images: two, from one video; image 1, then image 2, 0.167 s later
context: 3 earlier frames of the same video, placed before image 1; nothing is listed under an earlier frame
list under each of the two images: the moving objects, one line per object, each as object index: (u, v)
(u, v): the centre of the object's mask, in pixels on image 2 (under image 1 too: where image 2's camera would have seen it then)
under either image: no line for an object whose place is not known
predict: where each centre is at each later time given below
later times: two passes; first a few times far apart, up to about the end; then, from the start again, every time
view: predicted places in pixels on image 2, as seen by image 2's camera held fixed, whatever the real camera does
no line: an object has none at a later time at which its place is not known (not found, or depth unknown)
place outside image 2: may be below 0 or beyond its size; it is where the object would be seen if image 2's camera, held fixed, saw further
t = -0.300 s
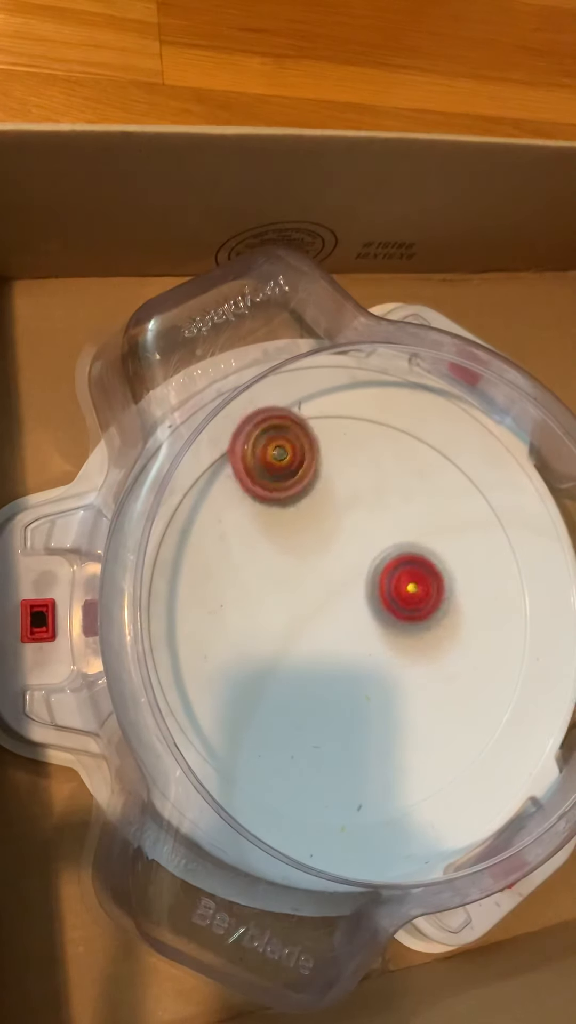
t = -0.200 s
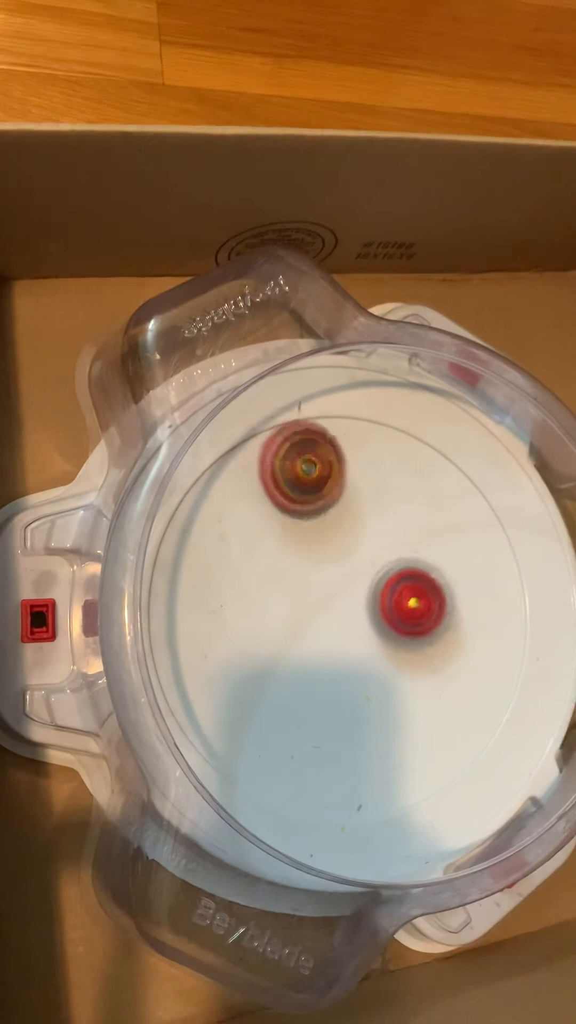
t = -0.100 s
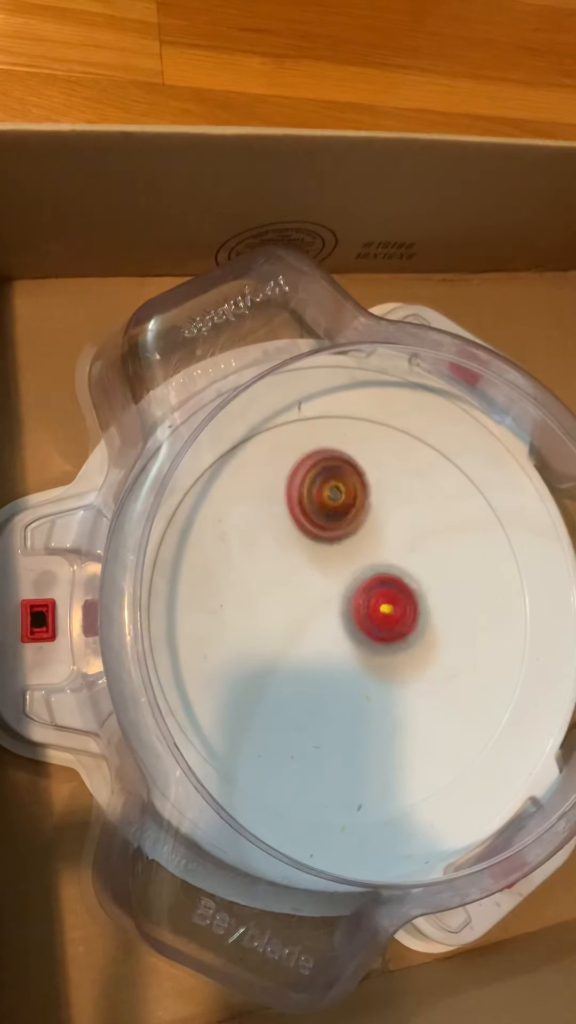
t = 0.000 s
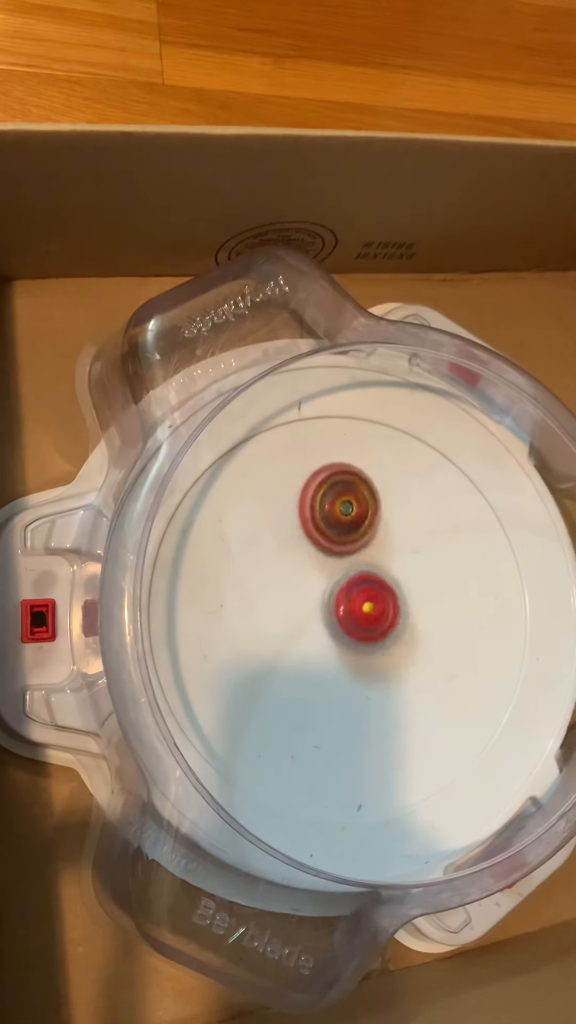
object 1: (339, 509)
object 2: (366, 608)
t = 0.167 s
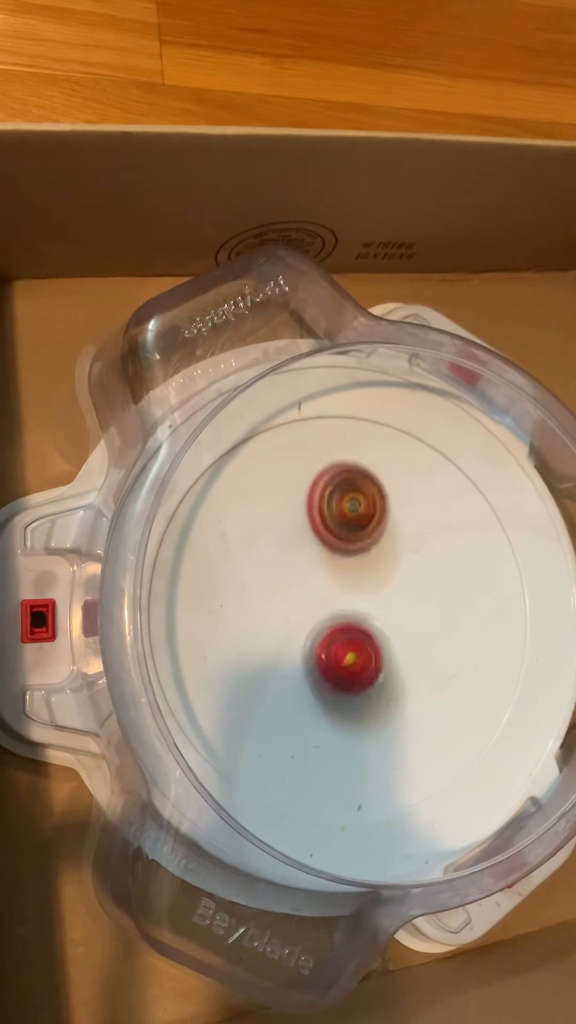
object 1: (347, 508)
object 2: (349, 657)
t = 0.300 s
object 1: (352, 505)
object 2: (298, 692)
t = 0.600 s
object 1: (439, 567)
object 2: (264, 544)
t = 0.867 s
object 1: (543, 679)
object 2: (390, 614)
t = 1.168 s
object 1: (354, 616)
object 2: (224, 740)
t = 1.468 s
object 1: (347, 578)
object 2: (283, 486)
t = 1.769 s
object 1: (474, 654)
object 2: (459, 512)
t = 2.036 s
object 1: (376, 812)
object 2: (390, 620)
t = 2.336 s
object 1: (193, 671)
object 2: (274, 529)
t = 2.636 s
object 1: (297, 554)
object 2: (389, 532)
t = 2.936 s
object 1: (353, 554)
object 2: (357, 691)
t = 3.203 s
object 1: (392, 552)
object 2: (245, 657)
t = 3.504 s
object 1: (438, 554)
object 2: (332, 560)
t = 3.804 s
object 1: (436, 585)
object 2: (333, 653)
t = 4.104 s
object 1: (390, 611)
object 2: (294, 604)
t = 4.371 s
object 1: (406, 621)
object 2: (328, 571)
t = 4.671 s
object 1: (402, 639)
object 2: (314, 595)
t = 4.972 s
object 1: (390, 637)
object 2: (306, 608)
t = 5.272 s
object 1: (396, 622)
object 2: (296, 596)
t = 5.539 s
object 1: (402, 610)
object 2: (315, 603)
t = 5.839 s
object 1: (393, 602)
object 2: (305, 627)
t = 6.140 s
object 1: (379, 593)
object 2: (282, 622)
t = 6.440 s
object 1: (438, 574)
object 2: (273, 624)
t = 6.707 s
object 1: (455, 585)
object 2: (318, 646)
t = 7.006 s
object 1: (416, 594)
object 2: (374, 686)
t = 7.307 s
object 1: (377, 566)
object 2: (354, 696)
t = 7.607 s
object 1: (354, 561)
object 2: (345, 666)
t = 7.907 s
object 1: (356, 561)
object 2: (358, 671)
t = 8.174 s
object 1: (371, 567)
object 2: (353, 680)
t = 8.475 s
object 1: (377, 522)
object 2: (348, 692)
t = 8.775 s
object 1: (373, 538)
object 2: (351, 631)
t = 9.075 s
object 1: (375, 519)
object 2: (362, 645)
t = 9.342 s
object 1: (385, 499)
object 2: (378, 658)
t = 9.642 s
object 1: (362, 533)
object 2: (360, 653)
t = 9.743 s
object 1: (352, 548)
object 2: (357, 647)
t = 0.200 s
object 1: (348, 500)
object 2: (340, 676)
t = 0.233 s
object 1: (348, 497)
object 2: (328, 688)
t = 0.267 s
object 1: (350, 500)
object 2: (313, 693)
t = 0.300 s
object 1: (352, 505)
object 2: (298, 692)
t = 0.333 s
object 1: (355, 512)
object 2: (284, 684)
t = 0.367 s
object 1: (357, 520)
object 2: (270, 670)
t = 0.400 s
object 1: (360, 527)
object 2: (259, 652)
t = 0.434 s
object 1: (362, 536)
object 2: (255, 629)
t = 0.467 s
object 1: (363, 544)
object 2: (255, 604)
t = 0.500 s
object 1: (364, 552)
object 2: (263, 583)
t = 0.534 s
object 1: (365, 560)
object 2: (277, 563)
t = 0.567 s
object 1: (392, 563)
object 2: (276, 551)
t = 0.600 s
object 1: (439, 567)
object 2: (264, 544)
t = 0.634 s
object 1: (480, 574)
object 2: (262, 537)
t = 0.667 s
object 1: (519, 585)
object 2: (267, 532)
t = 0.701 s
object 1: (541, 600)
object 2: (280, 529)
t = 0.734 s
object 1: (550, 615)
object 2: (301, 528)
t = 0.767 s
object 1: (556, 633)
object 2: (323, 533)
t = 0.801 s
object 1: (560, 652)
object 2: (346, 546)
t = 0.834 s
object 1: (562, 672)
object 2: (366, 563)
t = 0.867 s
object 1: (543, 679)
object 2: (390, 614)
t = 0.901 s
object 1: (528, 677)
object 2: (396, 644)
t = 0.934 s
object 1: (499, 672)
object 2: (396, 672)
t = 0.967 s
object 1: (474, 666)
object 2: (386, 703)
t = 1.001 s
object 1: (449, 657)
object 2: (369, 728)
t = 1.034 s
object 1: (426, 650)
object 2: (345, 747)
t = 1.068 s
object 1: (405, 641)
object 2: (315, 761)
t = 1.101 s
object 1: (384, 632)
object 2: (282, 763)
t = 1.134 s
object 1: (368, 624)
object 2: (252, 755)
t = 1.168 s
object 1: (354, 616)
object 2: (224, 740)
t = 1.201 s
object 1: (342, 609)
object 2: (201, 713)
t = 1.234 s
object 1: (335, 603)
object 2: (185, 684)
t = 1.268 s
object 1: (329, 598)
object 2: (177, 650)
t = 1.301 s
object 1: (326, 593)
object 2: (176, 616)
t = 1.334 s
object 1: (326, 588)
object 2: (186, 582)
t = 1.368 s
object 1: (326, 584)
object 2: (204, 552)
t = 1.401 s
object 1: (329, 579)
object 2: (231, 527)
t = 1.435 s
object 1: (332, 573)
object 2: (264, 510)
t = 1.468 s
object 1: (347, 578)
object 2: (283, 486)
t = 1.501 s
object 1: (382, 593)
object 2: (291, 459)
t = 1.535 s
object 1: (412, 606)
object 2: (305, 440)
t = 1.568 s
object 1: (439, 619)
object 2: (324, 428)
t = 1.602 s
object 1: (459, 630)
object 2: (345, 425)
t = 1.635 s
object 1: (475, 639)
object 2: (371, 429)
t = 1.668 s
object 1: (483, 646)
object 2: (399, 440)
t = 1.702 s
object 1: (485, 650)
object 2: (423, 458)
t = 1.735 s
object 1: (481, 653)
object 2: (443, 483)
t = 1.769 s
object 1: (474, 654)
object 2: (459, 512)
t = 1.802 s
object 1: (466, 656)
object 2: (470, 547)
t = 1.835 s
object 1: (458, 668)
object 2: (472, 568)
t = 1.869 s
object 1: (447, 687)
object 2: (469, 585)
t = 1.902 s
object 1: (436, 701)
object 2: (461, 603)
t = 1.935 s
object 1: (425, 722)
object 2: (446, 616)
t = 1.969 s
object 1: (413, 763)
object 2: (430, 614)
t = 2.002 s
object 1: (398, 798)
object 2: (411, 616)
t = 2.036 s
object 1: (376, 812)
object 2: (390, 620)
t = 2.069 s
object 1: (349, 817)
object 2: (368, 621)
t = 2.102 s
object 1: (317, 815)
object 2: (346, 619)
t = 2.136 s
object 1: (291, 804)
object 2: (326, 612)
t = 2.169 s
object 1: (260, 793)
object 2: (308, 601)
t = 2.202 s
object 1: (238, 775)
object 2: (295, 589)
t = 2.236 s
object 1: (217, 754)
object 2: (284, 574)
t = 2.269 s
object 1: (203, 730)
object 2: (278, 561)
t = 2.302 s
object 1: (196, 700)
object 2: (274, 545)
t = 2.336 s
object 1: (193, 671)
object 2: (274, 529)
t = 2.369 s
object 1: (197, 644)
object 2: (278, 515)
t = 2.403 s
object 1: (205, 620)
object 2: (287, 500)
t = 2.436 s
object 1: (216, 599)
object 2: (297, 490)
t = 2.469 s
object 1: (230, 583)
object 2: (312, 484)
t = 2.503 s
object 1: (245, 569)
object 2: (329, 483)
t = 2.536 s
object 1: (260, 561)
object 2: (346, 489)
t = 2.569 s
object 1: (275, 555)
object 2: (361, 500)
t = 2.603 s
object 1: (289, 552)
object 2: (375, 516)
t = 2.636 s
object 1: (297, 554)
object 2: (389, 532)
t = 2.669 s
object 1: (304, 556)
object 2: (401, 553)
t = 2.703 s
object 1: (311, 556)
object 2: (407, 574)
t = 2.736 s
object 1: (317, 556)
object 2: (409, 597)
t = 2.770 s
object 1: (323, 556)
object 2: (408, 617)
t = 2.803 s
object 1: (329, 555)
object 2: (402, 637)
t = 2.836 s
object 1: (335, 555)
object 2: (393, 654)
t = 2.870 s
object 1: (341, 554)
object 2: (384, 668)
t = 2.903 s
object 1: (347, 554)
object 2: (372, 681)
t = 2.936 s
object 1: (353, 554)
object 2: (357, 691)
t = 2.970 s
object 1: (358, 553)
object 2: (344, 700)
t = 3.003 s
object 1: (364, 553)
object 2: (328, 705)
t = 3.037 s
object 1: (369, 553)
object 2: (310, 706)
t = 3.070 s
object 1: (375, 552)
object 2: (296, 705)
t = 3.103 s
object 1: (380, 552)
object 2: (280, 698)
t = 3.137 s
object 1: (384, 552)
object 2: (266, 688)
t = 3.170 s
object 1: (389, 551)
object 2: (253, 675)
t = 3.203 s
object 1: (392, 552)
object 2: (245, 657)
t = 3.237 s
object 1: (396, 552)
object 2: (242, 636)
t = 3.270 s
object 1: (399, 552)
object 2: (244, 616)
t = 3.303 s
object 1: (403, 552)
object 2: (251, 597)
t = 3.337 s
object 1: (405, 552)
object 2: (266, 579)
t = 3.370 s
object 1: (408, 553)
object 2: (280, 567)
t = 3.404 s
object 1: (410, 554)
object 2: (299, 558)
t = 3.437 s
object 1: (412, 554)
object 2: (318, 554)
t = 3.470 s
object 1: (421, 554)
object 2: (330, 555)
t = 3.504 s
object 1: (438, 554)
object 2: (332, 560)
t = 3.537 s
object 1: (450, 555)
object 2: (337, 567)
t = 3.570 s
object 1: (456, 558)
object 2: (343, 576)
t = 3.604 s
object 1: (458, 562)
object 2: (349, 586)
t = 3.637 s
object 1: (457, 566)
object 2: (353, 598)
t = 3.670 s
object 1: (454, 569)
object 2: (353, 610)
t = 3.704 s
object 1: (451, 573)
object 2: (352, 624)
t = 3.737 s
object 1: (446, 577)
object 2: (348, 636)
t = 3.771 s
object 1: (442, 581)
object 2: (342, 645)
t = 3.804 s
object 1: (436, 585)
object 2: (333, 653)
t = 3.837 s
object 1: (430, 589)
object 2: (324, 656)
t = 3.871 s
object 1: (424, 593)
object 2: (314, 658)
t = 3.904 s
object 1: (418, 597)
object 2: (305, 656)
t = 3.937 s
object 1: (412, 600)
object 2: (298, 652)
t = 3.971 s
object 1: (405, 603)
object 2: (293, 643)
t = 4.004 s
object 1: (399, 606)
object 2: (291, 633)
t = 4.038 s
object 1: (393, 608)
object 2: (291, 622)
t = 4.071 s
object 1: (388, 610)
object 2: (295, 612)
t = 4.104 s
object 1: (390, 611)
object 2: (294, 604)
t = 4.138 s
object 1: (404, 611)
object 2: (286, 597)
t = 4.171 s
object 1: (412, 611)
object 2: (284, 590)
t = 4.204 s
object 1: (417, 612)
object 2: (285, 582)
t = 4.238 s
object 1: (417, 613)
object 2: (290, 574)
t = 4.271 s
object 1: (415, 615)
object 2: (298, 568)
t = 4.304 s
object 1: (413, 617)
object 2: (307, 567)
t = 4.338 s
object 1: (410, 619)
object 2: (317, 567)
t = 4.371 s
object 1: (406, 621)
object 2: (328, 571)
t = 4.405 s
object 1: (411, 626)
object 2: (330, 575)
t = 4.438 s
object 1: (415, 629)
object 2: (328, 577)
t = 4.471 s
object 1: (416, 632)
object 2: (325, 581)
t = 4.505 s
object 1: (415, 633)
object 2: (322, 584)
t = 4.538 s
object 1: (413, 635)
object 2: (320, 587)
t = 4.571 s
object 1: (411, 636)
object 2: (317, 589)
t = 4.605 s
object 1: (408, 638)
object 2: (316, 591)
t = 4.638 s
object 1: (405, 638)
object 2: (314, 593)
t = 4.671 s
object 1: (402, 639)
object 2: (314, 595)
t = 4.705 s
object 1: (399, 639)
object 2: (313, 598)
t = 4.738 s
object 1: (396, 639)
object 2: (312, 600)
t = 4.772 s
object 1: (396, 639)
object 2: (311, 602)
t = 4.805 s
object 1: (397, 640)
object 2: (308, 604)
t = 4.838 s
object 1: (396, 639)
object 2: (307, 606)
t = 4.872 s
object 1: (395, 639)
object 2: (305, 606)
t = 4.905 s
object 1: (393, 638)
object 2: (305, 607)
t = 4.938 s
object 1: (391, 638)
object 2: (306, 608)
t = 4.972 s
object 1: (390, 637)
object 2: (306, 608)
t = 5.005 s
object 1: (390, 636)
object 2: (305, 608)
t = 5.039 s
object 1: (389, 634)
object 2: (306, 608)
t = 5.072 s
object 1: (389, 633)
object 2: (305, 608)
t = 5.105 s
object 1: (389, 631)
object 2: (305, 607)
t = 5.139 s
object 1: (391, 629)
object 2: (303, 606)
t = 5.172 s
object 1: (396, 627)
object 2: (298, 604)
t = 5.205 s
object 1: (398, 625)
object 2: (295, 601)
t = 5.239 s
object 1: (397, 623)
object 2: (295, 599)
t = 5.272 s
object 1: (396, 622)
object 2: (296, 596)
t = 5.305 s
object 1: (394, 619)
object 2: (298, 594)
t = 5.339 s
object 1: (392, 618)
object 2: (303, 593)
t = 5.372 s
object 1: (390, 616)
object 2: (307, 593)
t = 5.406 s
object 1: (397, 615)
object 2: (304, 593)
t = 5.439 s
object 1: (402, 614)
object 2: (306, 595)
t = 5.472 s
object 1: (403, 613)
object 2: (309, 597)
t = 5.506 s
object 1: (403, 611)
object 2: (312, 600)
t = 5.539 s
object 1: (402, 610)
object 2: (315, 603)
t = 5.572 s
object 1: (404, 609)
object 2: (315, 608)
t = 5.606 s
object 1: (405, 608)
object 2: (313, 612)
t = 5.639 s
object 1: (404, 607)
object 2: (312, 616)
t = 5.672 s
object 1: (402, 607)
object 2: (311, 618)
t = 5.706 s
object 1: (400, 606)
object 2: (310, 620)
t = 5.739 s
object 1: (397, 606)
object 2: (310, 622)
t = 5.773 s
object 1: (394, 605)
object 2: (310, 623)
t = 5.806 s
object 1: (392, 603)
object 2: (310, 624)
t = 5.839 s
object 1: (393, 602)
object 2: (305, 627)
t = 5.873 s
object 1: (392, 600)
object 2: (301, 629)
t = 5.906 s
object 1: (390, 598)
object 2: (296, 629)
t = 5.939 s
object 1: (387, 597)
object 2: (293, 628)
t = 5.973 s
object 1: (384, 597)
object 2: (291, 626)
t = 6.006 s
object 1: (381, 597)
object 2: (292, 623)
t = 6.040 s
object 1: (376, 598)
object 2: (294, 621)
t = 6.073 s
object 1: (375, 597)
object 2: (293, 620)
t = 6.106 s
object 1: (379, 594)
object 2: (287, 622)
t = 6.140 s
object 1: (379, 593)
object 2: (282, 622)
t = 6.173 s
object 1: (378, 593)
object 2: (278, 619)
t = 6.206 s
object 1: (375, 593)
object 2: (277, 616)
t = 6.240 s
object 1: (372, 594)
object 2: (277, 613)
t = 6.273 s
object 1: (370, 596)
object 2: (280, 611)
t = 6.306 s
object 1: (369, 597)
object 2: (284, 609)
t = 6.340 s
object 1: (390, 590)
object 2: (278, 614)
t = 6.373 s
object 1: (408, 582)
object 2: (274, 618)
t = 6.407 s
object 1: (425, 577)
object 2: (273, 622)
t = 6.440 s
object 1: (438, 574)
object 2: (273, 624)
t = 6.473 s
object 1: (447, 574)
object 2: (275, 626)
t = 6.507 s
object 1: (451, 574)
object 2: (278, 628)
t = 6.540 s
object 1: (454, 575)
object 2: (283, 631)
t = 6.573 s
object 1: (456, 578)
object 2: (287, 633)
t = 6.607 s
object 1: (456, 580)
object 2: (294, 635)
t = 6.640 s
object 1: (456, 581)
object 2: (301, 638)
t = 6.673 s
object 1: (456, 583)
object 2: (309, 642)
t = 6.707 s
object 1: (455, 585)
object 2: (318, 646)
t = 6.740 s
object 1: (452, 586)
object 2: (325, 650)
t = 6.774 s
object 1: (449, 587)
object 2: (334, 655)
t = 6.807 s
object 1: (445, 588)
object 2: (342, 659)
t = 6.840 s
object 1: (442, 589)
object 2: (350, 665)
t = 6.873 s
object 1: (436, 590)
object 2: (356, 671)
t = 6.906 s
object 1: (431, 590)
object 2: (361, 675)
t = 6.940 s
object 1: (426, 591)
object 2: (367, 679)
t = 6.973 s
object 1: (421, 592)
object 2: (371, 683)
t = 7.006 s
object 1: (416, 594)
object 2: (374, 686)
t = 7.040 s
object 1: (411, 595)
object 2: (376, 687)
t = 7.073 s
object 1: (408, 596)
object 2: (376, 687)
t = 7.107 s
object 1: (404, 598)
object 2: (376, 685)
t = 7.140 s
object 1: (399, 597)
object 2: (376, 683)
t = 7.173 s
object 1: (395, 582)
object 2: (373, 693)
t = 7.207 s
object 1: (391, 570)
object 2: (370, 699)
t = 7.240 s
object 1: (385, 565)
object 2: (364, 702)
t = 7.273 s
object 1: (380, 564)
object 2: (360, 700)
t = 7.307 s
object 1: (377, 566)
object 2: (354, 696)
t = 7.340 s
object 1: (375, 568)
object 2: (350, 690)
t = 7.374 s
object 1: (372, 570)
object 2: (346, 683)
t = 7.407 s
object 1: (371, 573)
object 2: (345, 671)
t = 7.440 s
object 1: (369, 575)
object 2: (345, 662)
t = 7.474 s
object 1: (367, 566)
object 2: (346, 664)
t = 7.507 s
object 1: (364, 560)
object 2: (345, 666)
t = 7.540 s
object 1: (360, 558)
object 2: (346, 668)
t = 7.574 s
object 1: (357, 558)
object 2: (345, 667)
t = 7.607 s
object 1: (354, 561)
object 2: (345, 666)
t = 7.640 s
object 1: (352, 566)
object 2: (346, 664)
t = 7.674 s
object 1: (352, 568)
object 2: (346, 661)
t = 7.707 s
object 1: (352, 563)
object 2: (347, 664)
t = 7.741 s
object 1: (351, 562)
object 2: (350, 664)
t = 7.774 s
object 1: (352, 563)
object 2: (350, 664)
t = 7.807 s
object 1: (354, 565)
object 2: (352, 662)
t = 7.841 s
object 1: (355, 566)
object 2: (354, 661)
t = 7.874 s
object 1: (356, 564)
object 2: (356, 665)
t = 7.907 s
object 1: (356, 561)
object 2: (358, 671)
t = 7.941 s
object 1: (357, 561)
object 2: (361, 679)
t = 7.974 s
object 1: (359, 563)
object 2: (361, 685)
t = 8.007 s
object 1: (361, 563)
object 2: (360, 688)
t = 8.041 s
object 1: (363, 564)
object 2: (360, 690)
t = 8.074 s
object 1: (365, 566)
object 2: (358, 691)
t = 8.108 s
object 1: (367, 567)
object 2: (356, 689)
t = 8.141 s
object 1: (369, 567)
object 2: (356, 686)
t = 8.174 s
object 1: (371, 567)
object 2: (353, 680)
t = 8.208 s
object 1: (372, 568)
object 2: (352, 673)
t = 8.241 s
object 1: (374, 569)
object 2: (353, 666)
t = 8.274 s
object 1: (375, 565)
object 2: (355, 662)
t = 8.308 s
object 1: (377, 548)
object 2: (358, 671)
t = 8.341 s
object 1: (378, 534)
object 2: (357, 679)
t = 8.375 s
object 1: (377, 527)
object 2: (354, 684)
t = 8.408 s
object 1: (377, 523)
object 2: (353, 690)
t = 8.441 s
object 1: (377, 522)
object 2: (351, 692)
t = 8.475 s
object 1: (377, 522)
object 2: (348, 692)
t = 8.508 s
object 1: (378, 523)
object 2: (346, 690)
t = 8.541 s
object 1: (378, 523)
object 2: (343, 686)
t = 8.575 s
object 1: (378, 525)
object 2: (342, 682)
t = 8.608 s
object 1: (377, 526)
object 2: (340, 675)
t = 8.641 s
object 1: (377, 528)
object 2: (341, 664)
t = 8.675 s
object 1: (376, 531)
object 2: (342, 656)
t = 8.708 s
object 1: (376, 534)
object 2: (343, 645)
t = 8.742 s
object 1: (375, 537)
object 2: (347, 637)
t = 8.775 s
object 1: (373, 538)
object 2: (351, 631)
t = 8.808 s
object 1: (372, 520)
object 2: (355, 646)
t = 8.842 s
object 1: (372, 508)
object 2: (358, 654)
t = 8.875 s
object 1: (370, 502)
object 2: (359, 657)
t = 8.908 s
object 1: (368, 502)
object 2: (360, 657)
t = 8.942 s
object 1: (368, 503)
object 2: (361, 656)
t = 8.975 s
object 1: (369, 507)
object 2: (362, 654)
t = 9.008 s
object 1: (372, 511)
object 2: (362, 652)
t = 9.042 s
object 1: (372, 514)
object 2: (362, 648)
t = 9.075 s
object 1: (375, 519)
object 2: (362, 645)
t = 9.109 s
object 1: (375, 523)
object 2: (363, 641)
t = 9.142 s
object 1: (377, 527)
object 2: (363, 635)
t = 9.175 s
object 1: (379, 532)
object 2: (365, 632)
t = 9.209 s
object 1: (381, 538)
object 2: (365, 627)
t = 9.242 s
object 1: (383, 526)
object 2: (369, 635)
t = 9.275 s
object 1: (385, 513)
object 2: (375, 645)
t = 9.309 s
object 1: (383, 504)
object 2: (376, 651)
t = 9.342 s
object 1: (385, 499)
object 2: (378, 658)
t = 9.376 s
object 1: (382, 497)
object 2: (378, 664)
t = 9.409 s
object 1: (383, 498)
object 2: (378, 667)
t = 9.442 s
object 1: (381, 501)
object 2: (376, 670)
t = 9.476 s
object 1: (378, 504)
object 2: (374, 670)
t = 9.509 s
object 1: (377, 508)
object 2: (370, 670)
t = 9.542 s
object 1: (376, 514)
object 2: (369, 668)
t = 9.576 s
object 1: (371, 520)
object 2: (365, 664)
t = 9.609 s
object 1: (367, 525)
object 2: (363, 660)
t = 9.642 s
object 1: (362, 533)
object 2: (360, 653)
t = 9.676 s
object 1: (359, 544)
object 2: (357, 648)
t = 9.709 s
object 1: (356, 551)
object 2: (356, 642)
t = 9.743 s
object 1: (352, 548)
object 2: (357, 647)
